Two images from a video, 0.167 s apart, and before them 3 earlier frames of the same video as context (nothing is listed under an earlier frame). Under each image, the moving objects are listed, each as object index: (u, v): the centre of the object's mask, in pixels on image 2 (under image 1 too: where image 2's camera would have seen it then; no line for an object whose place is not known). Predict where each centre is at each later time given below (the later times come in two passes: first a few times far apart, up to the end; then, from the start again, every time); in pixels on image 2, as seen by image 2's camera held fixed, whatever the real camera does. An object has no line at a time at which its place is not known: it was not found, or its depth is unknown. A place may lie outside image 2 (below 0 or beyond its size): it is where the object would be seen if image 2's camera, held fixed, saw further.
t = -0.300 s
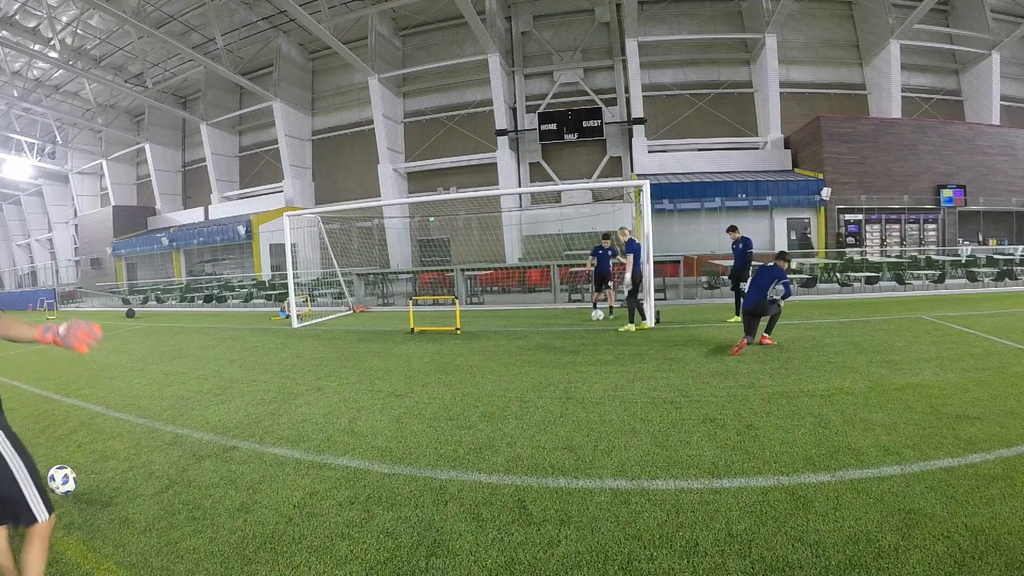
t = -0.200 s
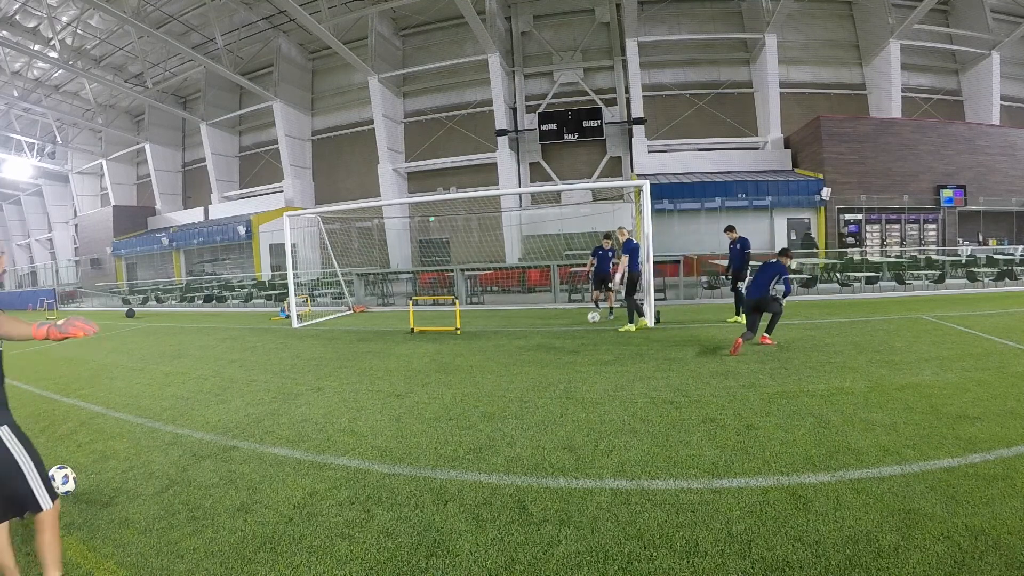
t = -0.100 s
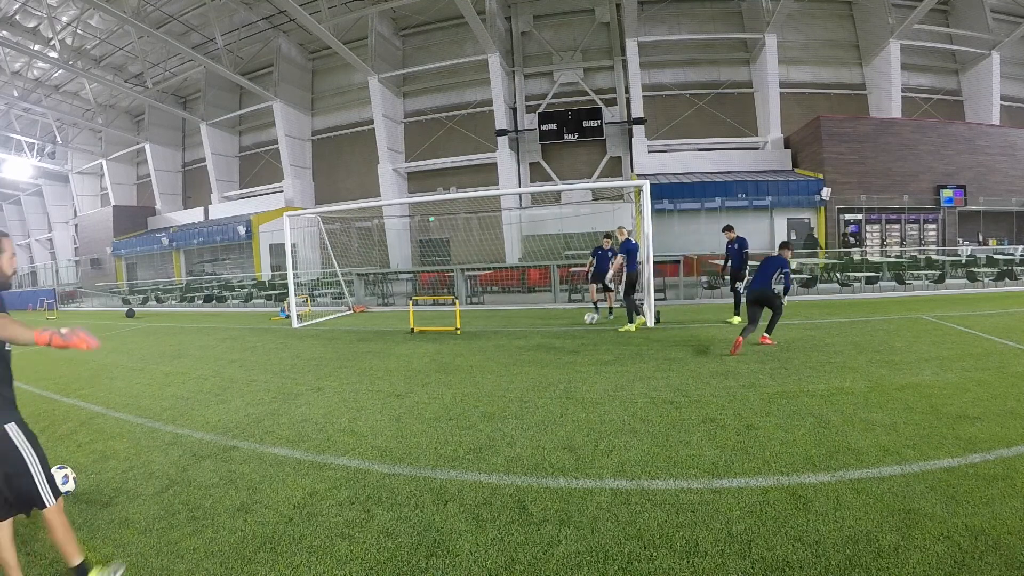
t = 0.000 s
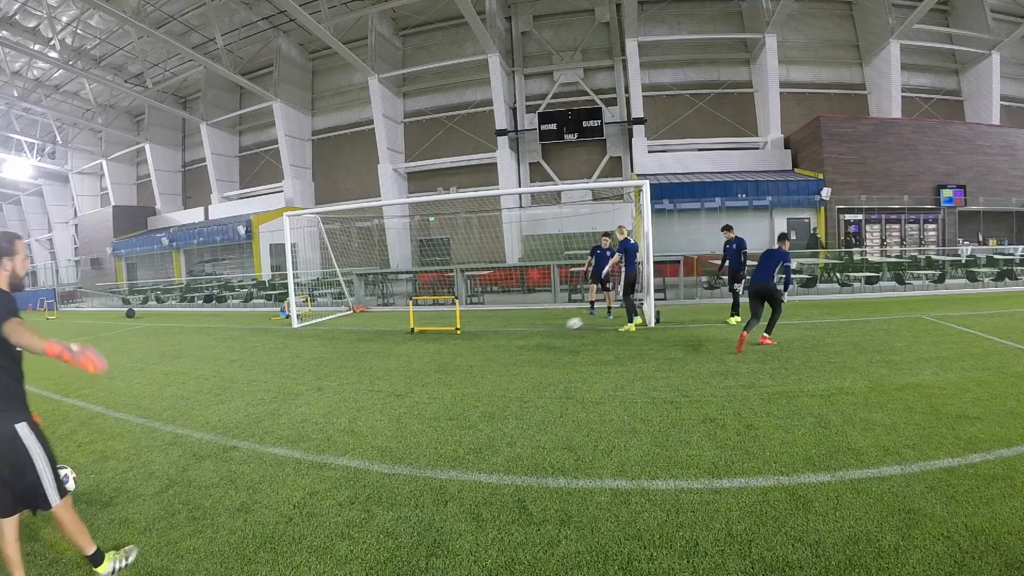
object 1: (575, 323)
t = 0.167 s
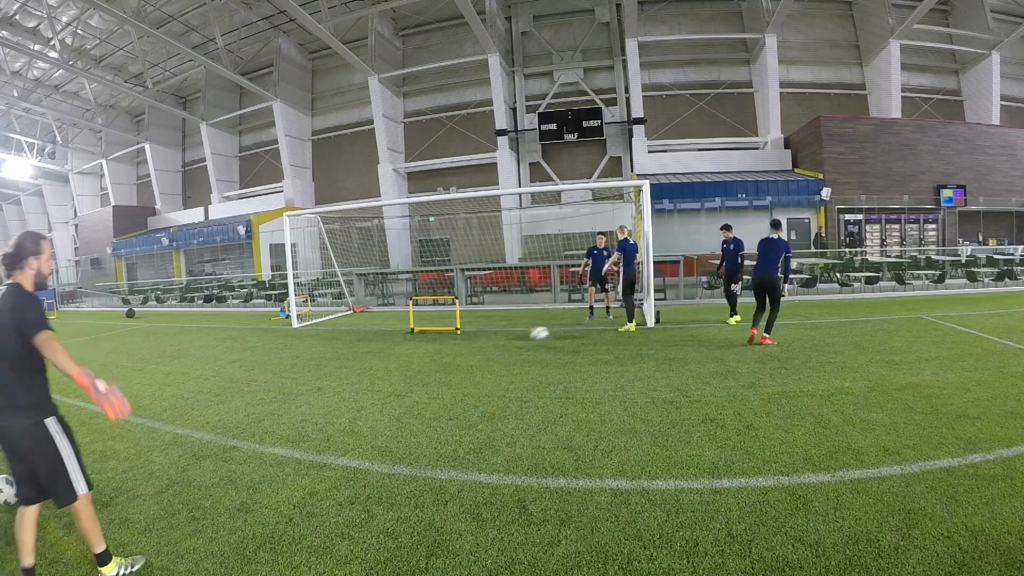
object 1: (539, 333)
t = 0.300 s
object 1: (509, 342)
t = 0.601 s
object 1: (440, 360)
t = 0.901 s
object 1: (363, 378)
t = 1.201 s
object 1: (279, 398)
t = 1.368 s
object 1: (227, 410)
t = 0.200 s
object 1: (532, 334)
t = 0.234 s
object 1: (525, 337)
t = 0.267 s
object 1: (517, 340)
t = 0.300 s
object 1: (509, 342)
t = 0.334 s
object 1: (502, 343)
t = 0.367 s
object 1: (495, 345)
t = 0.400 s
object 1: (487, 348)
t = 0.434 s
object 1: (479, 350)
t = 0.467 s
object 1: (471, 351)
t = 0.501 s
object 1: (463, 353)
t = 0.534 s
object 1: (456, 356)
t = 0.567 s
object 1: (448, 359)
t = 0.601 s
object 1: (440, 360)
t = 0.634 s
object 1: (431, 362)
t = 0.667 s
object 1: (423, 364)
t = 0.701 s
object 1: (415, 366)
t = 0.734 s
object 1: (407, 368)
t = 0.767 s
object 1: (398, 370)
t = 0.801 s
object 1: (389, 372)
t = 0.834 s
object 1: (381, 374)
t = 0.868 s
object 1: (372, 377)
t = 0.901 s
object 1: (363, 378)
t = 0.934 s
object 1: (354, 380)
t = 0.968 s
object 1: (345, 382)
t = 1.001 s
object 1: (336, 385)
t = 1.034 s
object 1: (327, 388)
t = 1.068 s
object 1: (317, 389)
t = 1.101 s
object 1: (308, 390)
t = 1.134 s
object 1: (298, 392)
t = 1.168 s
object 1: (288, 395)
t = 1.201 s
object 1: (279, 398)
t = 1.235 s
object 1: (268, 401)
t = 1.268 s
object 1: (258, 402)
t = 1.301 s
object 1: (248, 404)
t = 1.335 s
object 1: (237, 407)
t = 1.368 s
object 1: (227, 410)
